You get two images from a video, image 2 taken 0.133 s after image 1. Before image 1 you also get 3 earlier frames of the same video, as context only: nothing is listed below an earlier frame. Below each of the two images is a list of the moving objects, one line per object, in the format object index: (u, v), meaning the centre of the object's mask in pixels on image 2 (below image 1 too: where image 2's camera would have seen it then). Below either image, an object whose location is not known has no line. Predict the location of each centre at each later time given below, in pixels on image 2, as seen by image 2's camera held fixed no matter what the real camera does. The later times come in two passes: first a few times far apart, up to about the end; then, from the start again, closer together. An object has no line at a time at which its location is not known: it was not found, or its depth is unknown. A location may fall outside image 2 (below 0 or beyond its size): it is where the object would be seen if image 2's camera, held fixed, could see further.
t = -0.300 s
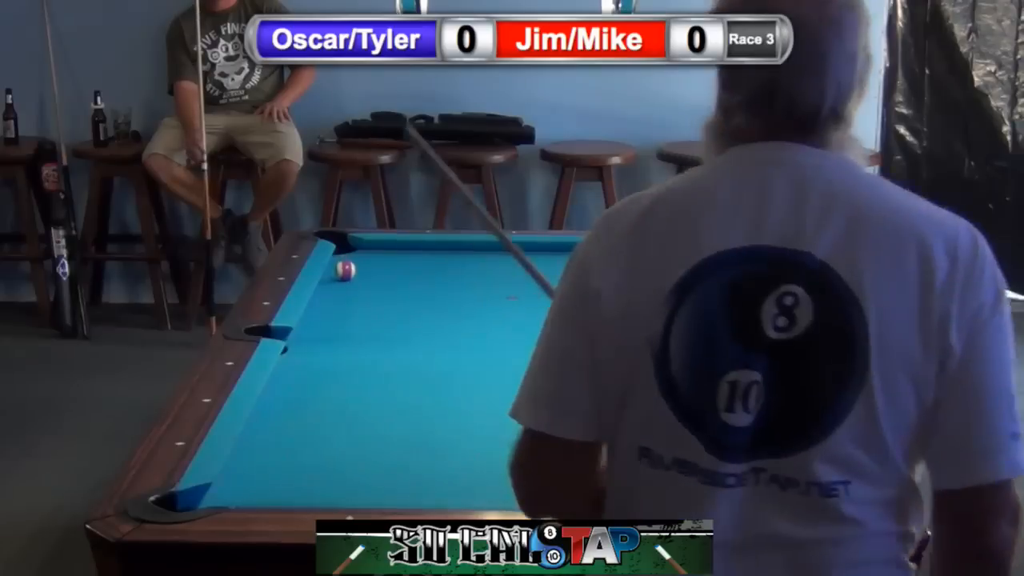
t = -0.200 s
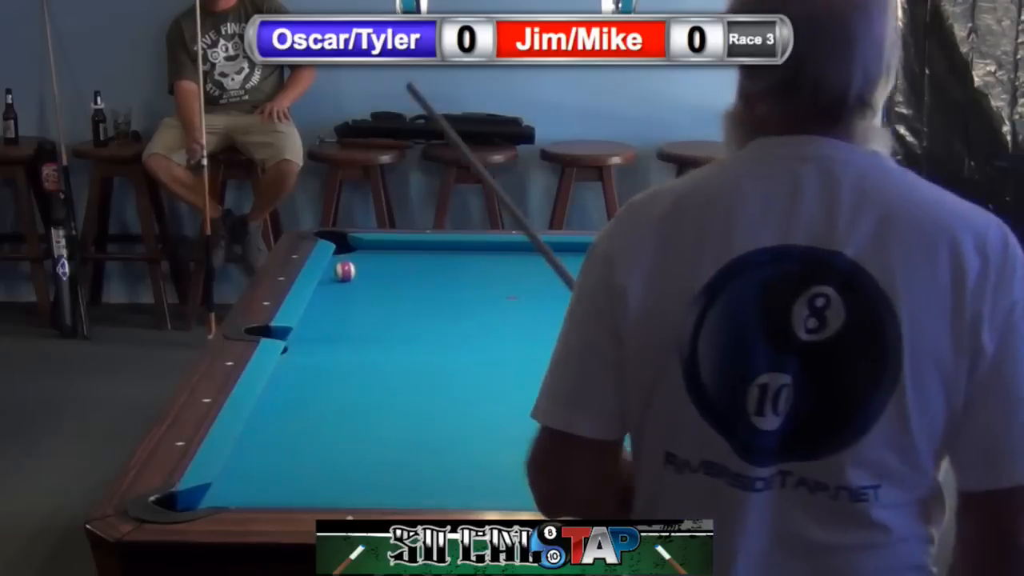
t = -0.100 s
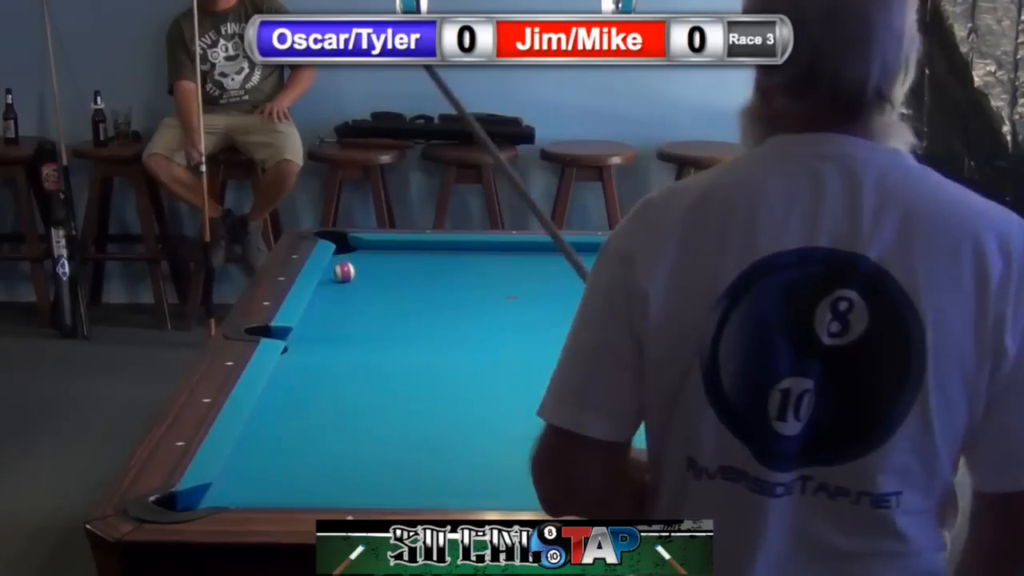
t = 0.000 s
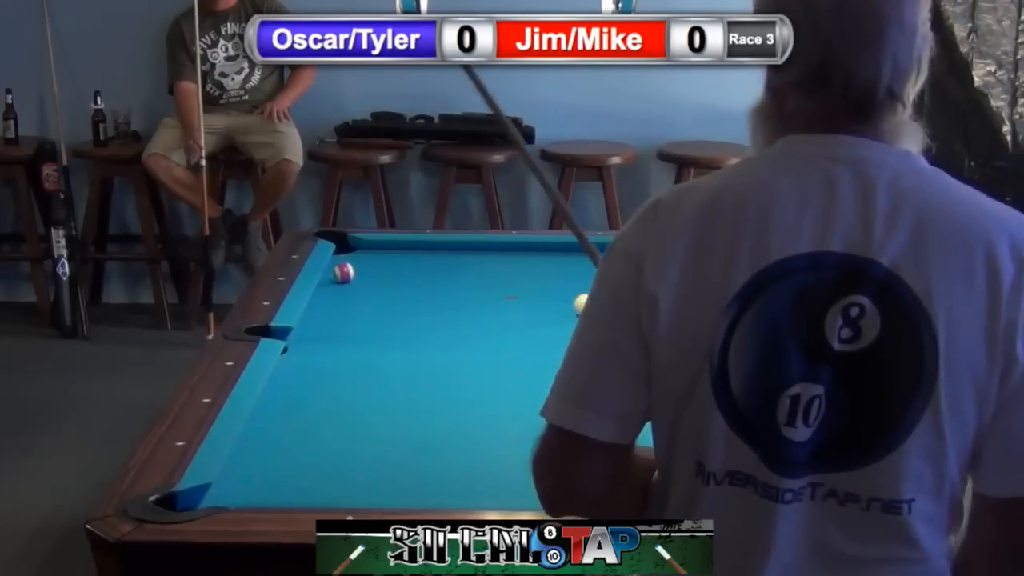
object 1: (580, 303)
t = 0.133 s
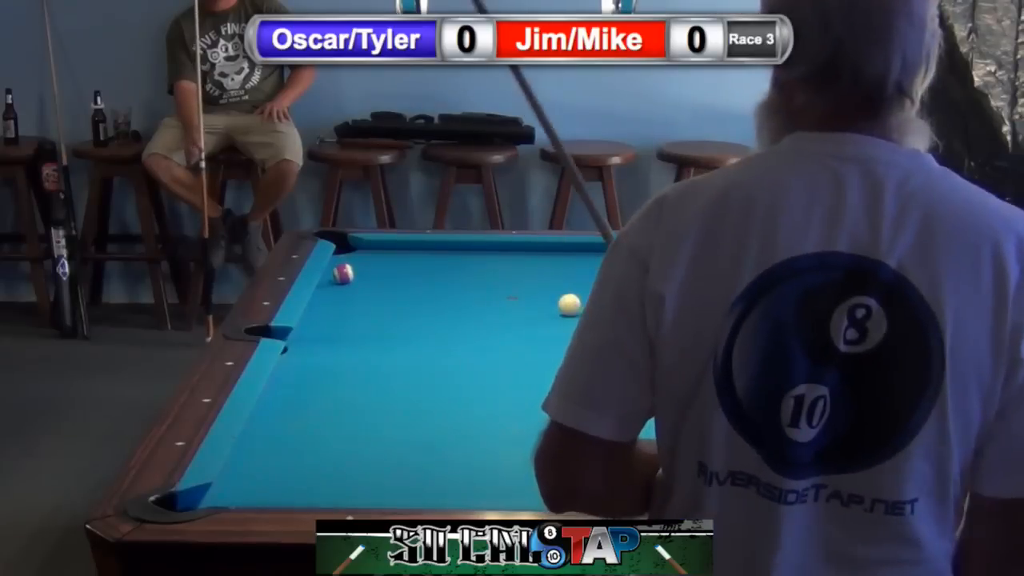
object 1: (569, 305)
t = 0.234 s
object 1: (558, 305)
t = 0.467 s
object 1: (533, 305)
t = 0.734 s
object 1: (506, 304)
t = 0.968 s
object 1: (484, 304)
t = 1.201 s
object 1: (464, 304)
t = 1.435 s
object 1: (446, 303)
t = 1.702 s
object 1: (427, 303)
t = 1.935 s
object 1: (413, 303)
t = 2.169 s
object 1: (400, 303)
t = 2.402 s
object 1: (389, 304)
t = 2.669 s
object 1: (378, 304)
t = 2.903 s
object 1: (371, 304)
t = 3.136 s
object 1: (365, 304)
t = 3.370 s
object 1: (361, 304)
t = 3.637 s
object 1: (359, 304)
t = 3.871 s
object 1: (358, 304)
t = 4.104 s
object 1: (358, 304)
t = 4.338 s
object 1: (358, 304)
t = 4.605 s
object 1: (358, 304)
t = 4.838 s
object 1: (358, 303)
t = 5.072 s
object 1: (358, 304)
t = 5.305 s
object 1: (358, 304)
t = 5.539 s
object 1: (358, 304)
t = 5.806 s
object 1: (358, 304)
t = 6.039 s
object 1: (358, 304)
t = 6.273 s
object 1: (358, 304)
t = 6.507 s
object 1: (358, 304)
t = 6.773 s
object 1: (358, 304)
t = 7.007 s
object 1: (358, 304)
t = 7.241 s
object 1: (358, 304)
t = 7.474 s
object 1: (358, 304)
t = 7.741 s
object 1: (358, 304)
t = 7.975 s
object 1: (358, 304)
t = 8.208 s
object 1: (358, 304)
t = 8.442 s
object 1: (358, 304)
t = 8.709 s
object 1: (358, 304)
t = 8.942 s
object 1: (358, 304)
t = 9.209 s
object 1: (358, 304)
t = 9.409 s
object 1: (358, 304)
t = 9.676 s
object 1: (358, 304)
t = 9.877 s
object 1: (358, 304)
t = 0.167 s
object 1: (566, 305)
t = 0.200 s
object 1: (562, 305)
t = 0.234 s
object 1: (558, 305)
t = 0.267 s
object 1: (554, 305)
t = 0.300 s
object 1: (551, 305)
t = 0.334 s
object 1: (547, 305)
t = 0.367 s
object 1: (543, 305)
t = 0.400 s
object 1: (540, 305)
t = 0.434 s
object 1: (536, 305)
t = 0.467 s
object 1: (533, 305)
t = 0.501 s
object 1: (529, 305)
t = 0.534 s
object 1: (526, 304)
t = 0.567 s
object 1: (522, 304)
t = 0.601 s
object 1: (519, 304)
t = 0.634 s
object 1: (516, 304)
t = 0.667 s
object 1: (512, 304)
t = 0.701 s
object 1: (509, 304)
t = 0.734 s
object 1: (506, 304)
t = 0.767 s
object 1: (502, 304)
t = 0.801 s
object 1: (499, 304)
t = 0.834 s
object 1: (496, 304)
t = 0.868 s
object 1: (493, 304)
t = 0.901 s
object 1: (490, 304)
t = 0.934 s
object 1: (487, 304)
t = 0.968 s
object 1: (484, 304)
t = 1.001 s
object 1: (481, 304)
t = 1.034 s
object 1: (478, 304)
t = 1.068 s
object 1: (475, 304)
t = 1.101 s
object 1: (472, 304)
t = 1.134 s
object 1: (470, 304)
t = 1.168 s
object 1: (467, 304)
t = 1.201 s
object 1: (464, 304)
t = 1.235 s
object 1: (461, 303)
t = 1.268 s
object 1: (459, 303)
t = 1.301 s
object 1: (456, 303)
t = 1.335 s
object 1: (453, 303)
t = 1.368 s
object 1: (451, 303)
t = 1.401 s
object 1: (448, 303)
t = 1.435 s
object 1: (446, 303)
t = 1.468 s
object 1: (443, 303)
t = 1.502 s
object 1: (441, 303)
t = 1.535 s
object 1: (439, 303)
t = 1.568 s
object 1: (436, 303)
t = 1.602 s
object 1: (434, 303)
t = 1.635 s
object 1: (432, 303)
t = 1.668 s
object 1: (429, 303)
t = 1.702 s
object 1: (427, 303)
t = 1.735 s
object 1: (425, 303)
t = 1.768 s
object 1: (423, 303)
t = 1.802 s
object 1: (421, 303)
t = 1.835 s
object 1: (419, 303)
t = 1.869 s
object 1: (416, 303)
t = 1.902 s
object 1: (415, 303)
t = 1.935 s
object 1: (413, 303)
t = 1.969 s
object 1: (411, 303)
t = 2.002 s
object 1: (409, 303)
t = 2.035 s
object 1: (407, 303)
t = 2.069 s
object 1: (405, 303)
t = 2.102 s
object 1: (403, 303)
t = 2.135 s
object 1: (402, 303)
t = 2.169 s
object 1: (400, 303)
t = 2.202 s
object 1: (398, 303)
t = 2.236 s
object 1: (397, 303)
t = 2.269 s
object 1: (395, 304)
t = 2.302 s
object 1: (393, 304)
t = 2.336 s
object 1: (392, 304)
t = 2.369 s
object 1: (390, 304)
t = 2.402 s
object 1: (389, 304)
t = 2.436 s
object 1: (387, 304)
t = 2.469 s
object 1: (386, 304)
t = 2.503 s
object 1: (384, 304)
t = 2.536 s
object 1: (383, 304)
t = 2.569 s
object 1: (382, 304)
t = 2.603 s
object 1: (381, 304)
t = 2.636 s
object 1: (379, 304)
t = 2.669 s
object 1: (378, 304)
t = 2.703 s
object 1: (377, 304)
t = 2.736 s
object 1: (376, 304)
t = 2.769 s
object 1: (375, 304)
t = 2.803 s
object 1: (374, 304)
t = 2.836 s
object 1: (372, 304)
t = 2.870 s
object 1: (371, 304)
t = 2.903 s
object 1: (371, 304)
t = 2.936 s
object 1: (370, 304)
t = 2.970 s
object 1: (369, 304)
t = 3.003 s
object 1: (368, 304)
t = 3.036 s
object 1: (367, 304)
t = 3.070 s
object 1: (366, 304)
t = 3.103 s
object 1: (366, 304)
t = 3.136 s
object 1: (365, 304)
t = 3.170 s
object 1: (364, 304)
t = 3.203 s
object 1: (364, 304)
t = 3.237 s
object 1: (363, 304)
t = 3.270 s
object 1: (362, 304)
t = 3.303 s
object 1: (362, 304)
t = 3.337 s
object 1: (362, 304)
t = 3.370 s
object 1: (361, 304)
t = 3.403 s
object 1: (361, 304)
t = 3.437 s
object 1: (361, 304)
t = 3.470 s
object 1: (360, 304)
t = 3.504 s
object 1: (360, 304)
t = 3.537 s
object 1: (360, 304)
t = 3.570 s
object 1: (359, 304)
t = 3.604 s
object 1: (359, 304)
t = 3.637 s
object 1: (359, 304)
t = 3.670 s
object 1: (359, 304)
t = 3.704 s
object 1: (359, 304)
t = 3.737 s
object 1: (359, 304)
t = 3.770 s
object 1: (358, 304)
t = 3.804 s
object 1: (358, 304)
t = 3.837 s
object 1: (358, 304)
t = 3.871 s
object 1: (358, 304)
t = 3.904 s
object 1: (358, 304)
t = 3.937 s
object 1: (358, 304)
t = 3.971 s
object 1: (358, 304)
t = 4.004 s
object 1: (358, 304)
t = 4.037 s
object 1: (358, 304)
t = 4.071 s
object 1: (358, 304)
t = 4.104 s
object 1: (358, 304)
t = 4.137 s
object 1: (358, 304)
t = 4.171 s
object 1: (358, 304)
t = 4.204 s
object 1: (358, 304)
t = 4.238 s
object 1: (358, 304)
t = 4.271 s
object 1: (358, 304)
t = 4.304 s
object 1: (358, 304)
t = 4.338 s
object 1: (358, 304)
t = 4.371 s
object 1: (358, 304)
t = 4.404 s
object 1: (358, 304)
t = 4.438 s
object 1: (358, 304)
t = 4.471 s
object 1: (358, 304)
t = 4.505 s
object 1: (358, 304)
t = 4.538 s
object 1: (358, 304)
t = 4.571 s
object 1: (358, 304)
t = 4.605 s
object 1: (358, 304)
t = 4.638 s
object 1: (358, 304)
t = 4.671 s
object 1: (358, 304)
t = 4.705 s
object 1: (358, 304)
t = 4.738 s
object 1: (358, 304)
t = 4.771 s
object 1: (358, 304)
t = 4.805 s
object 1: (358, 304)
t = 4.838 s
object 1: (358, 303)
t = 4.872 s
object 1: (358, 304)
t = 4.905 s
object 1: (358, 304)
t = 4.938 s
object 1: (358, 304)
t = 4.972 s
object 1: (358, 304)
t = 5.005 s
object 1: (358, 304)
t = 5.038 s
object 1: (358, 304)
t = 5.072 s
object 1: (358, 304)
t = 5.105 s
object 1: (358, 304)
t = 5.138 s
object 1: (358, 304)
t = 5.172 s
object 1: (358, 304)
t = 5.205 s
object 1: (358, 304)
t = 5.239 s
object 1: (358, 304)
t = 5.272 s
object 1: (358, 304)
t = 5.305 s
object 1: (358, 304)
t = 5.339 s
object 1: (358, 304)
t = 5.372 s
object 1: (358, 304)
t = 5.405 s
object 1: (358, 304)
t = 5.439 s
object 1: (358, 303)
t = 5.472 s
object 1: (358, 304)
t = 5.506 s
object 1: (358, 304)
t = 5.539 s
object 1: (358, 304)
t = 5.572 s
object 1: (358, 304)
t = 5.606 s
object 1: (358, 303)
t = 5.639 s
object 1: (358, 304)
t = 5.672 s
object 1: (358, 304)
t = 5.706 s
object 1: (358, 304)
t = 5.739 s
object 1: (358, 303)
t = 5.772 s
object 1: (358, 304)
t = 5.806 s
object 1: (358, 304)
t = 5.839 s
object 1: (358, 304)
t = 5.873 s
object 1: (358, 304)
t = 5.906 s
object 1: (358, 304)
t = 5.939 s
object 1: (358, 304)
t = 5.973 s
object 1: (358, 304)
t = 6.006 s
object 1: (358, 304)
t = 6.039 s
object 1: (358, 304)
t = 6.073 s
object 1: (358, 304)
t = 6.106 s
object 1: (358, 304)
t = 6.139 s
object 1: (358, 304)
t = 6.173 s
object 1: (358, 304)
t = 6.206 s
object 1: (358, 304)
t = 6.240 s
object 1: (358, 304)
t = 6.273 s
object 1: (358, 304)
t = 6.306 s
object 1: (358, 304)
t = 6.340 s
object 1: (358, 304)
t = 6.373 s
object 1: (358, 304)
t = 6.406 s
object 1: (358, 304)
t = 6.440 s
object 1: (358, 304)
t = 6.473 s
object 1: (358, 304)
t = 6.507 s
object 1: (358, 304)
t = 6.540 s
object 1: (358, 304)
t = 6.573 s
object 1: (358, 304)
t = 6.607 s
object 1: (358, 304)
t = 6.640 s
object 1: (358, 304)
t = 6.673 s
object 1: (358, 304)
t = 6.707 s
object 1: (358, 304)
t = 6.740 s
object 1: (358, 304)
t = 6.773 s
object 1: (358, 304)
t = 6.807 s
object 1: (358, 304)
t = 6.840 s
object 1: (358, 304)
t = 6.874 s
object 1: (358, 304)
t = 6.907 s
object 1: (358, 304)
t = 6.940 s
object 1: (358, 304)
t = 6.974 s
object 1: (358, 304)
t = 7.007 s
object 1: (358, 304)
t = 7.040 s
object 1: (358, 304)
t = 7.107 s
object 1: (358, 304)
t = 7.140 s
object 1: (358, 304)
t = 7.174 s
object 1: (358, 304)
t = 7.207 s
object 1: (358, 304)
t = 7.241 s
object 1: (358, 304)
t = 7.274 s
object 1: (358, 304)
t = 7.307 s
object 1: (358, 304)
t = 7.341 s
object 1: (358, 304)
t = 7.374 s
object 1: (358, 304)
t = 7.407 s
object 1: (358, 304)
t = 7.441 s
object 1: (358, 304)
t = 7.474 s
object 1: (358, 304)
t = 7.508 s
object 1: (358, 304)
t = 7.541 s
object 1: (358, 304)
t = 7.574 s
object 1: (358, 304)
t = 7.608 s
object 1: (358, 304)
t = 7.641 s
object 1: (358, 304)
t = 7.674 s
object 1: (358, 304)
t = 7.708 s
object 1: (358, 304)
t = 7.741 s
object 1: (358, 304)
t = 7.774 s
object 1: (358, 304)
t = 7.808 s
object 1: (358, 304)
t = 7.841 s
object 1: (358, 304)
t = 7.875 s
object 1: (358, 304)
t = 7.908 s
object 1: (358, 304)
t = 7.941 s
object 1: (358, 304)
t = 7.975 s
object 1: (358, 304)
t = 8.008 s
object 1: (358, 304)
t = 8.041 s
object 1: (358, 304)
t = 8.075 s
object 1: (358, 304)
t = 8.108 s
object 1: (358, 304)
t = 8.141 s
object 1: (358, 304)
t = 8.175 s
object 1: (358, 304)
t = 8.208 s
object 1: (358, 304)
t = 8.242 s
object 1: (358, 304)
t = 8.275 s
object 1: (358, 304)
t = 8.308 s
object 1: (358, 304)
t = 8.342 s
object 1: (358, 304)
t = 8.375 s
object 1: (358, 304)
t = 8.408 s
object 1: (358, 304)
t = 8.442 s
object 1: (358, 304)
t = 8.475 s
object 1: (358, 304)
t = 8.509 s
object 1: (358, 304)
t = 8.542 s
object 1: (358, 304)
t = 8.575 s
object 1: (358, 304)
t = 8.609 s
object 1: (358, 304)
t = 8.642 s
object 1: (358, 304)
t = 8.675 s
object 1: (358, 304)
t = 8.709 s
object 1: (358, 304)
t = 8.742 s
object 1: (358, 304)
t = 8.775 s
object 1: (358, 304)
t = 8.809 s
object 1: (358, 304)
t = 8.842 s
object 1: (358, 304)
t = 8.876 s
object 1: (358, 304)
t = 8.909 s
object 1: (358, 304)
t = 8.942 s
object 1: (358, 304)
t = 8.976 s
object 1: (358, 304)
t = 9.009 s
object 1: (358, 304)
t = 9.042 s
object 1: (358, 304)
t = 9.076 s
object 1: (358, 304)
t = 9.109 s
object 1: (358, 304)
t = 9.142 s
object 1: (358, 304)
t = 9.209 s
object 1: (358, 304)
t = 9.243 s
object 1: (358, 304)
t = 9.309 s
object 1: (358, 304)
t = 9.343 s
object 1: (358, 304)
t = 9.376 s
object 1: (358, 304)
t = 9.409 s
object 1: (358, 304)
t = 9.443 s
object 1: (358, 304)
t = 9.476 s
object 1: (358, 304)
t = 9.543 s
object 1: (358, 304)
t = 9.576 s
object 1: (358, 303)
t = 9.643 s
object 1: (358, 304)
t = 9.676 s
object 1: (358, 304)
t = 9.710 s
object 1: (358, 304)
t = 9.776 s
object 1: (358, 304)
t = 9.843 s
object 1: (358, 304)
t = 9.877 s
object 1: (358, 304)
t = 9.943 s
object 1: (358, 304)
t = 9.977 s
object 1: (358, 304)
